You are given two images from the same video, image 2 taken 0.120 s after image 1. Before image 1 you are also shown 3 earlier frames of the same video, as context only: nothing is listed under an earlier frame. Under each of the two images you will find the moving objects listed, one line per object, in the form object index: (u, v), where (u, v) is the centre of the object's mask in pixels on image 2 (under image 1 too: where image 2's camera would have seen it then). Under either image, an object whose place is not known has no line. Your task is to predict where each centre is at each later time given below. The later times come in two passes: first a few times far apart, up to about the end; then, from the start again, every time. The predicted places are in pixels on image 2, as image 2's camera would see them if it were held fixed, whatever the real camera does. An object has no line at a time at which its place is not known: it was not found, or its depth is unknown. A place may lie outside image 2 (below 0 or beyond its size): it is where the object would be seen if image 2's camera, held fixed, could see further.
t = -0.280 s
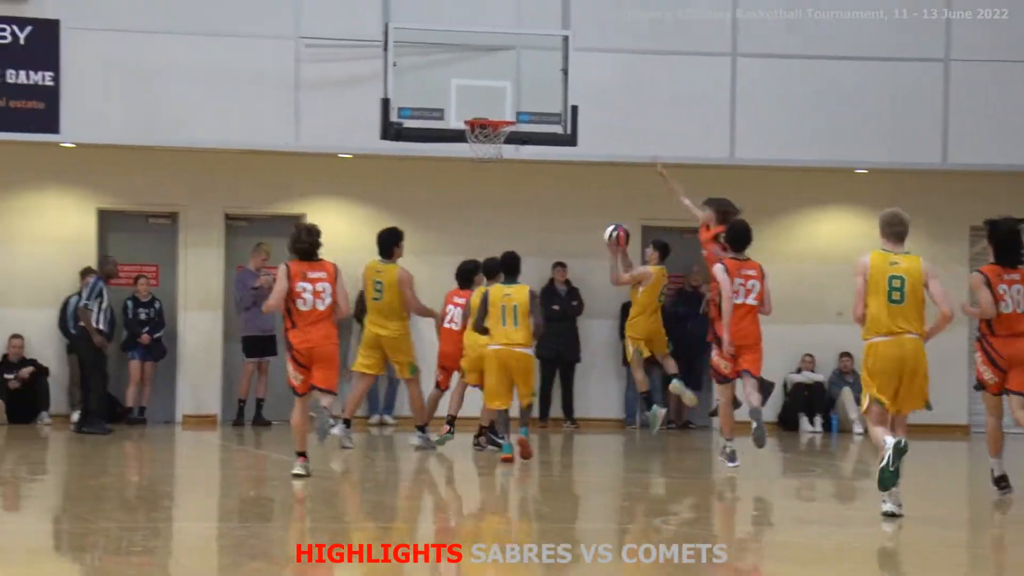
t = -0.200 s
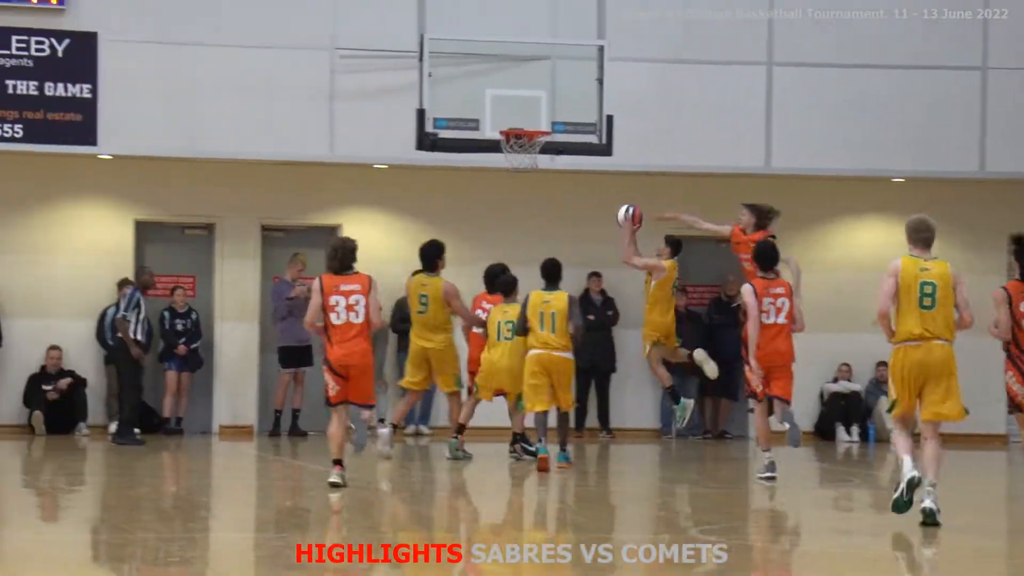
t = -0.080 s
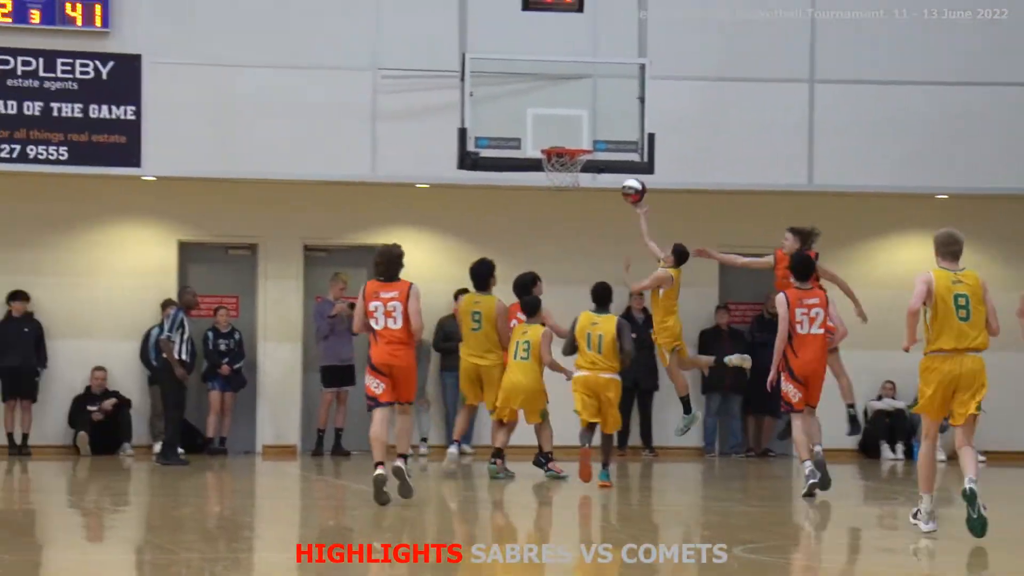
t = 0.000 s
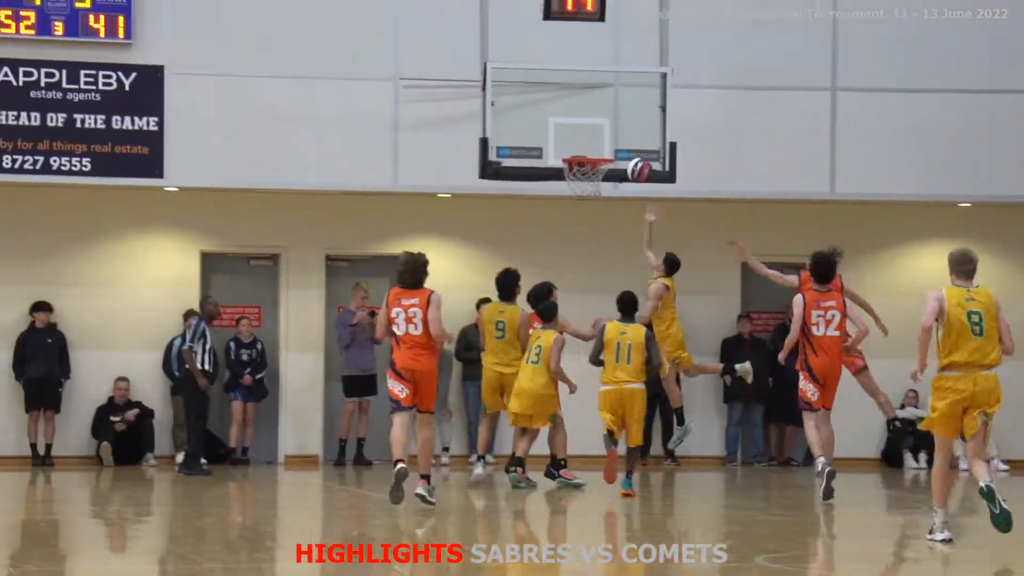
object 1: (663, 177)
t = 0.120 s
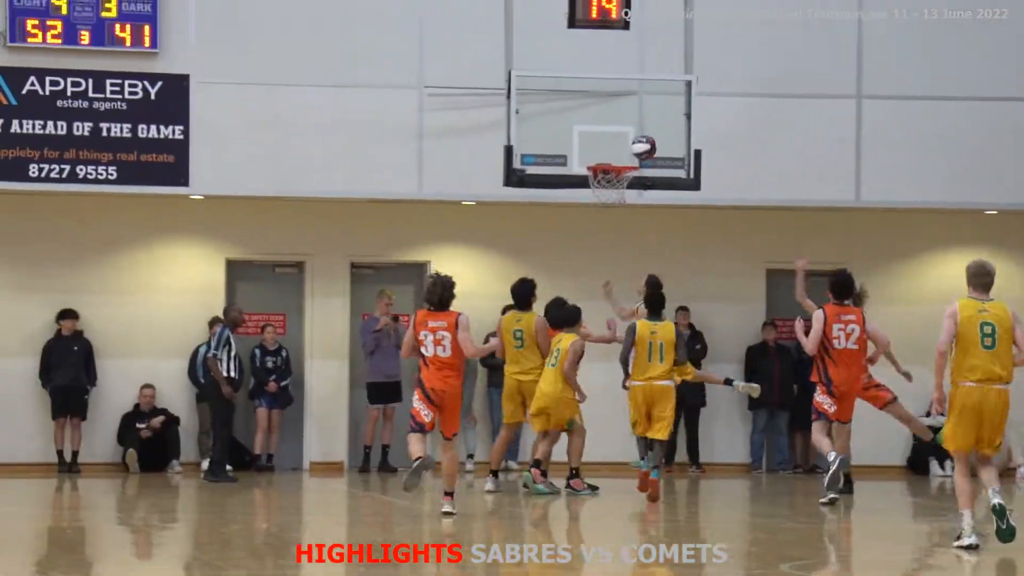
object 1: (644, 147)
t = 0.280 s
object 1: (633, 133)
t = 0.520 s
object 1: (618, 157)
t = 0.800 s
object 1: (597, 256)
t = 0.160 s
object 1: (641, 142)
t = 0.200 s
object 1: (639, 136)
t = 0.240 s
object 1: (636, 134)
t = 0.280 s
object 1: (633, 133)
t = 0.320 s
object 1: (631, 133)
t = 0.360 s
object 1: (629, 135)
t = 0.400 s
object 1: (626, 138)
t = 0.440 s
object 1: (623, 144)
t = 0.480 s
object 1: (621, 151)
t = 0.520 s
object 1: (618, 157)
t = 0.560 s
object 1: (615, 169)
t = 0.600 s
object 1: (611, 179)
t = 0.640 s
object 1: (608, 191)
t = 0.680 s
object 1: (607, 205)
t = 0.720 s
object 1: (603, 220)
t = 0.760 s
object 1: (600, 237)
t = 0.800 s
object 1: (597, 256)
